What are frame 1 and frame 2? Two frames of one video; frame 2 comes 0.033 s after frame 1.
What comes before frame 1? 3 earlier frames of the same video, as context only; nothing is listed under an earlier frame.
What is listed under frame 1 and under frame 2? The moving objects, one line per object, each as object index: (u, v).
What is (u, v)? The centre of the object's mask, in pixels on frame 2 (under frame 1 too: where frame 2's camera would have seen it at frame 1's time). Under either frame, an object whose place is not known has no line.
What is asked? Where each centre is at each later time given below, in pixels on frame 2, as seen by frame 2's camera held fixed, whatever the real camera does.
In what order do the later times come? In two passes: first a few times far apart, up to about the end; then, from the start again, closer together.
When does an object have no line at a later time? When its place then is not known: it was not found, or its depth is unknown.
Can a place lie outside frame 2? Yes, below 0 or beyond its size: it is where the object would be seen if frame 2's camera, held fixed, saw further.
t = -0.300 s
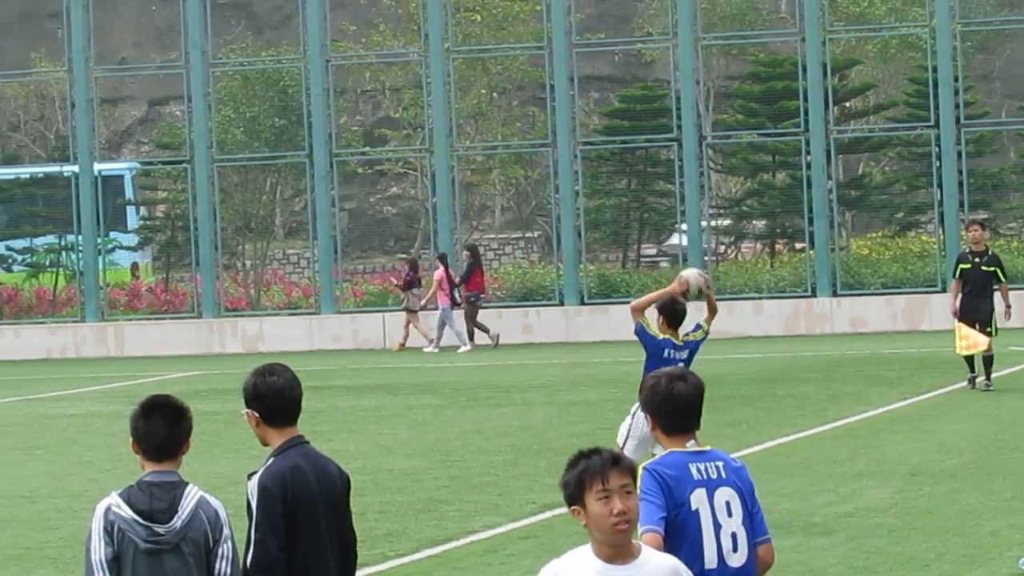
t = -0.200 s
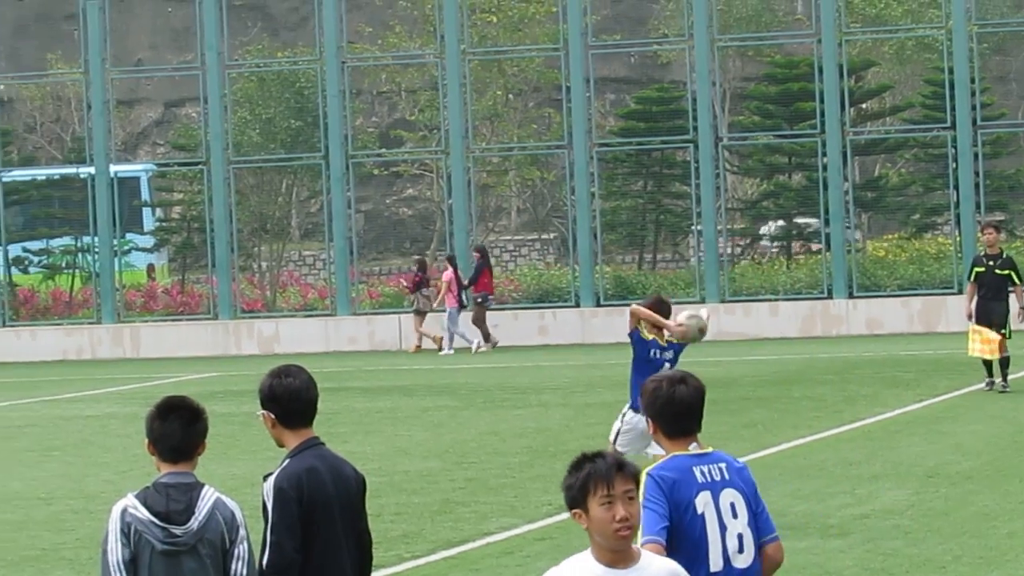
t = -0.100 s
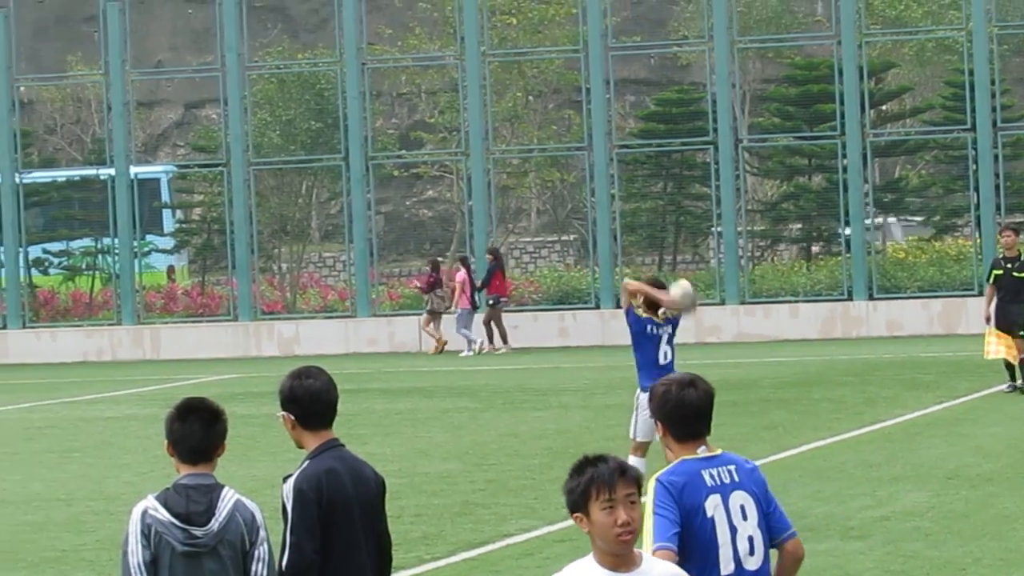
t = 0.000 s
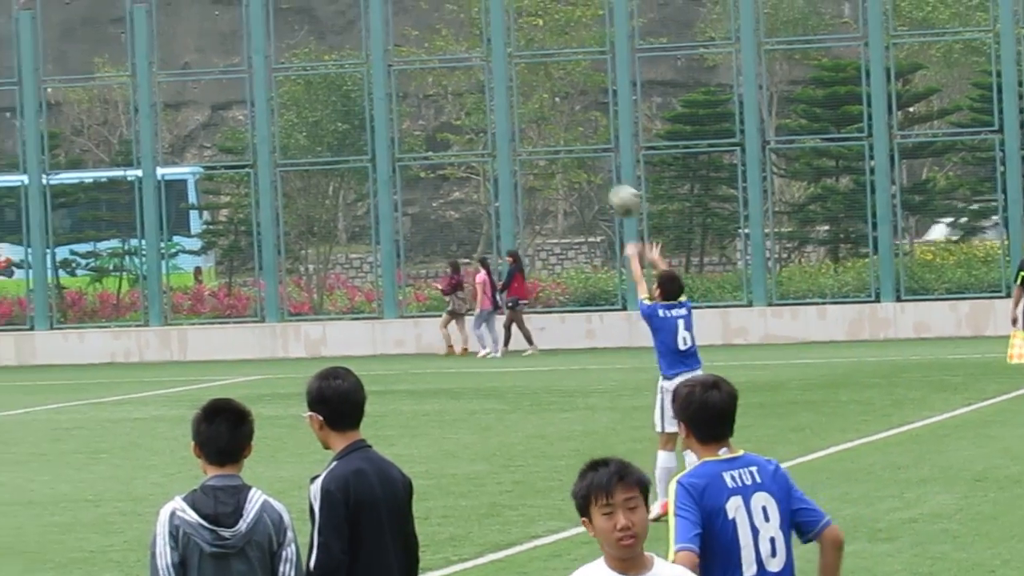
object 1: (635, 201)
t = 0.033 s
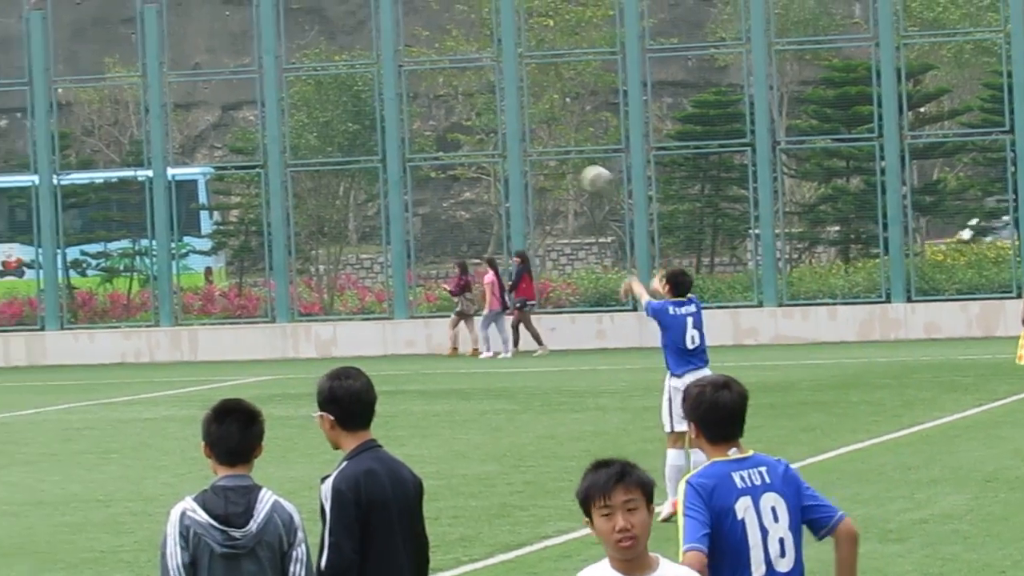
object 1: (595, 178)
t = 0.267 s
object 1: (361, 92)
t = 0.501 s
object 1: (166, 81)
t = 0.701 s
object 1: (18, 119)
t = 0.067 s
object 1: (559, 162)
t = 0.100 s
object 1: (523, 146)
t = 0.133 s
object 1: (489, 132)
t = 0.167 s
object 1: (454, 119)
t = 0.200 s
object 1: (423, 109)
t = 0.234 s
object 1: (390, 100)
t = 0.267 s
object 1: (361, 92)
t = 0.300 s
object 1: (331, 86)
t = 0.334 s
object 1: (302, 82)
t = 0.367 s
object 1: (273, 79)
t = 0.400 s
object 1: (246, 77)
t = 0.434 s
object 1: (219, 78)
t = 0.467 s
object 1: (192, 79)
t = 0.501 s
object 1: (166, 81)
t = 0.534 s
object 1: (141, 84)
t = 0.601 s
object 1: (91, 94)
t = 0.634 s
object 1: (66, 102)
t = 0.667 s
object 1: (42, 111)
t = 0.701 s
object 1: (18, 119)
